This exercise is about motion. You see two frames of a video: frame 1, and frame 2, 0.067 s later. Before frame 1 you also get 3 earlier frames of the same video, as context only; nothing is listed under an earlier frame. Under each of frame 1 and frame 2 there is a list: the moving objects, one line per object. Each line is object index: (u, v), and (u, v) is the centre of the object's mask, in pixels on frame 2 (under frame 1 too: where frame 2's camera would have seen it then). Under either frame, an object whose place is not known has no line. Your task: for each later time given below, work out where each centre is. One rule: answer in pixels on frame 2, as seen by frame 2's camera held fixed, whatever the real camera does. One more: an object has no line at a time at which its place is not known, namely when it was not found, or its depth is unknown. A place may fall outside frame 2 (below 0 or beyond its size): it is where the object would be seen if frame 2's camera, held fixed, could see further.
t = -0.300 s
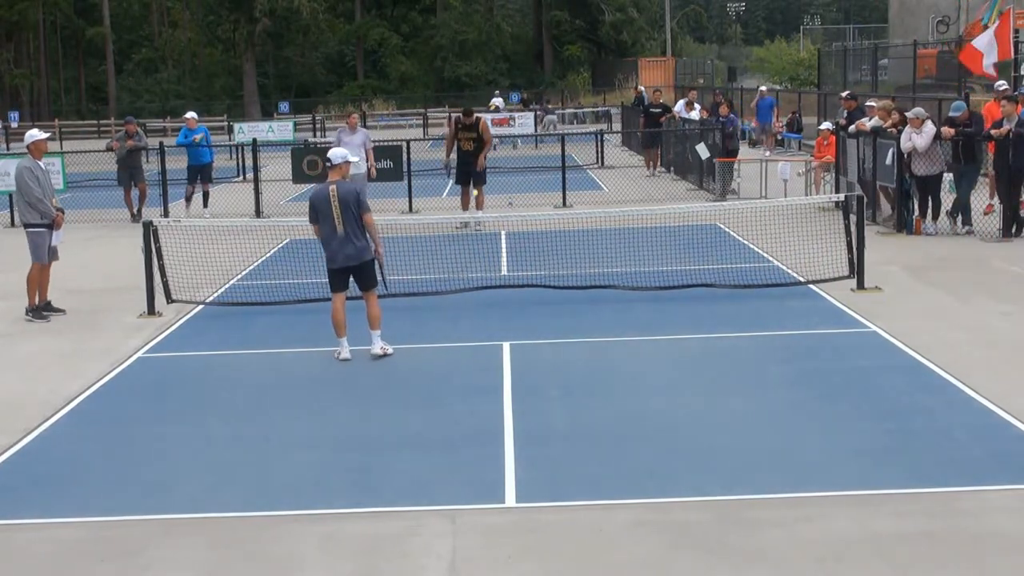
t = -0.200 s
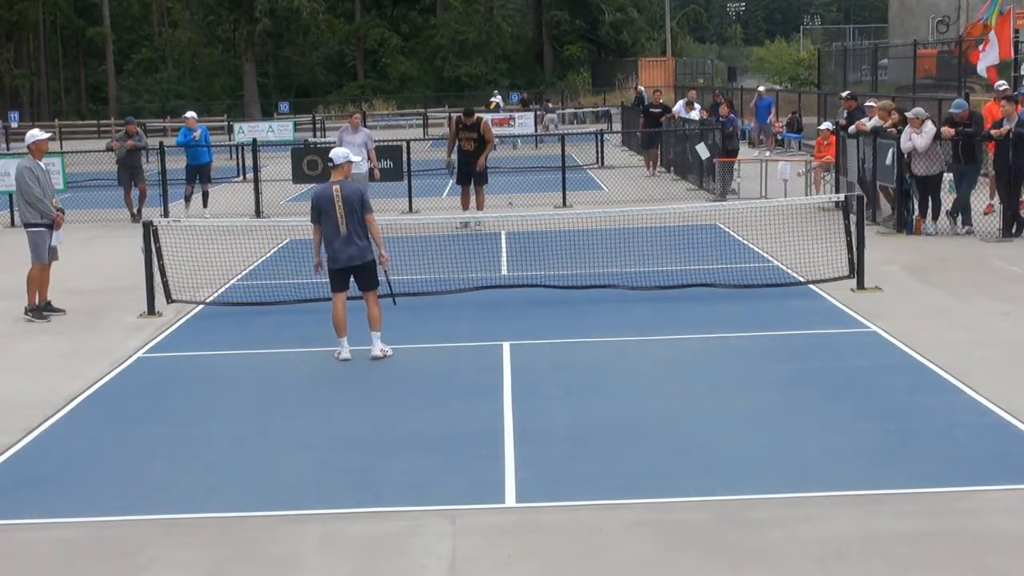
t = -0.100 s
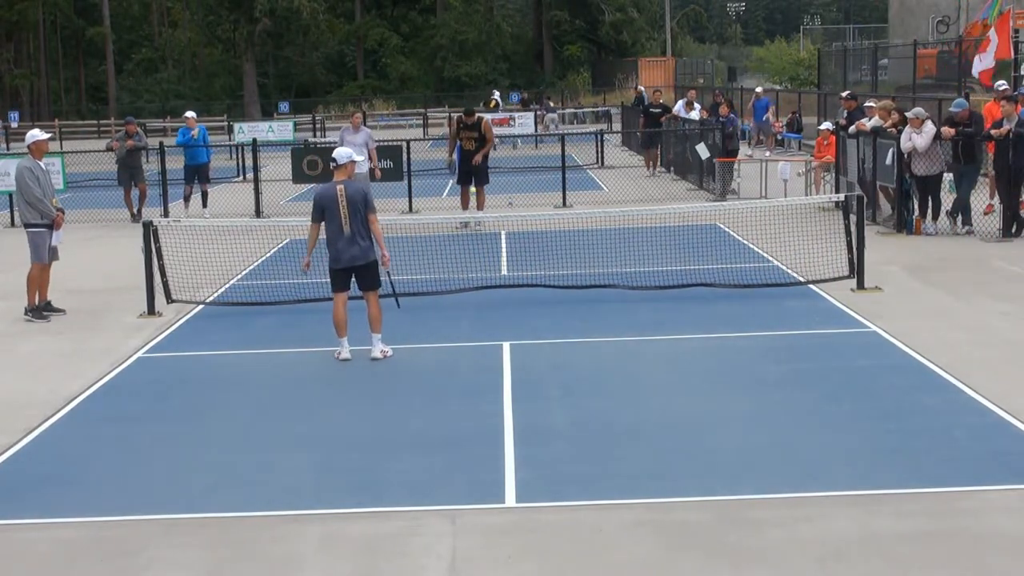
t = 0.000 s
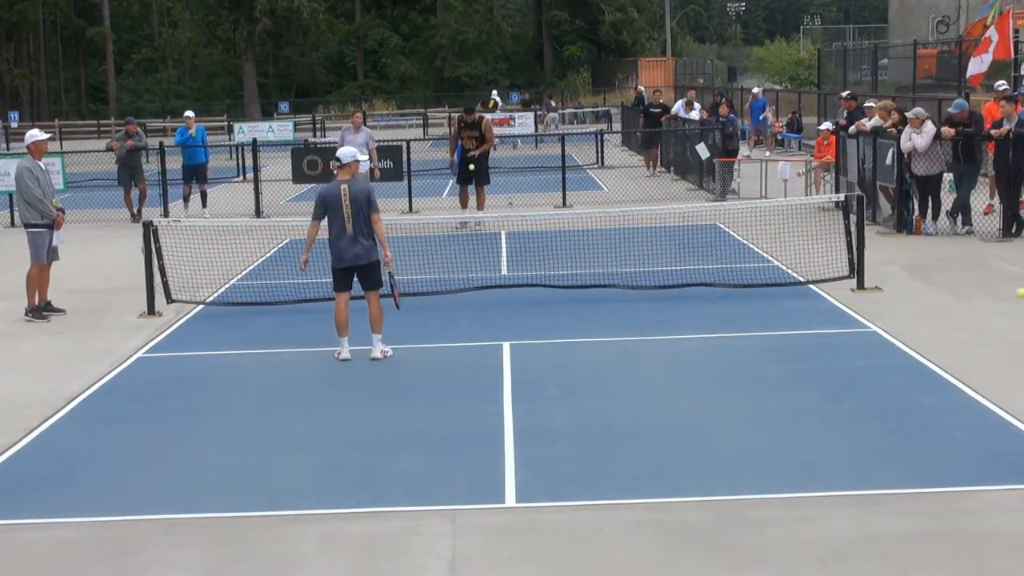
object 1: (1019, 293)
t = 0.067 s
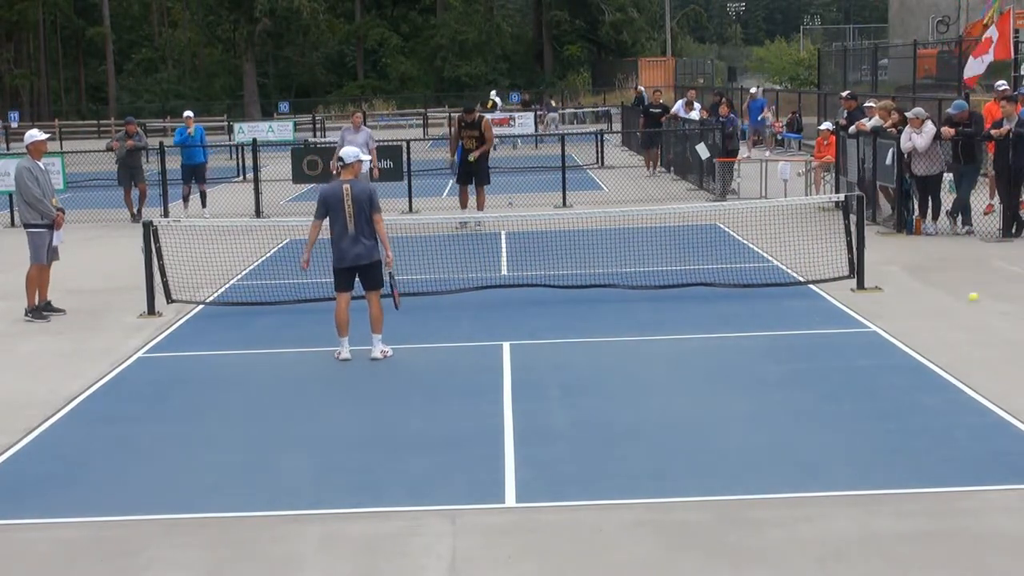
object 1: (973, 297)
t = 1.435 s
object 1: (216, 342)
